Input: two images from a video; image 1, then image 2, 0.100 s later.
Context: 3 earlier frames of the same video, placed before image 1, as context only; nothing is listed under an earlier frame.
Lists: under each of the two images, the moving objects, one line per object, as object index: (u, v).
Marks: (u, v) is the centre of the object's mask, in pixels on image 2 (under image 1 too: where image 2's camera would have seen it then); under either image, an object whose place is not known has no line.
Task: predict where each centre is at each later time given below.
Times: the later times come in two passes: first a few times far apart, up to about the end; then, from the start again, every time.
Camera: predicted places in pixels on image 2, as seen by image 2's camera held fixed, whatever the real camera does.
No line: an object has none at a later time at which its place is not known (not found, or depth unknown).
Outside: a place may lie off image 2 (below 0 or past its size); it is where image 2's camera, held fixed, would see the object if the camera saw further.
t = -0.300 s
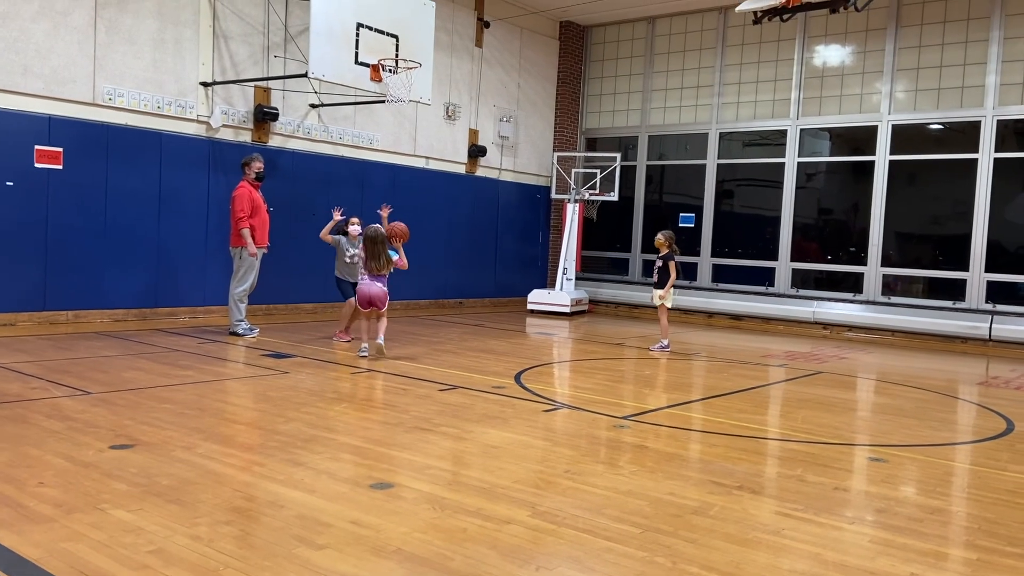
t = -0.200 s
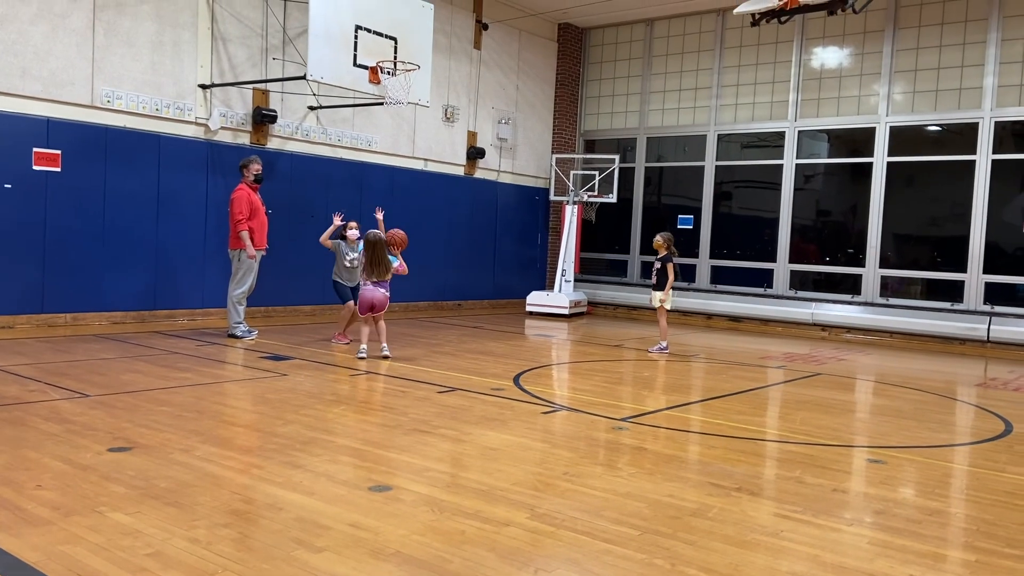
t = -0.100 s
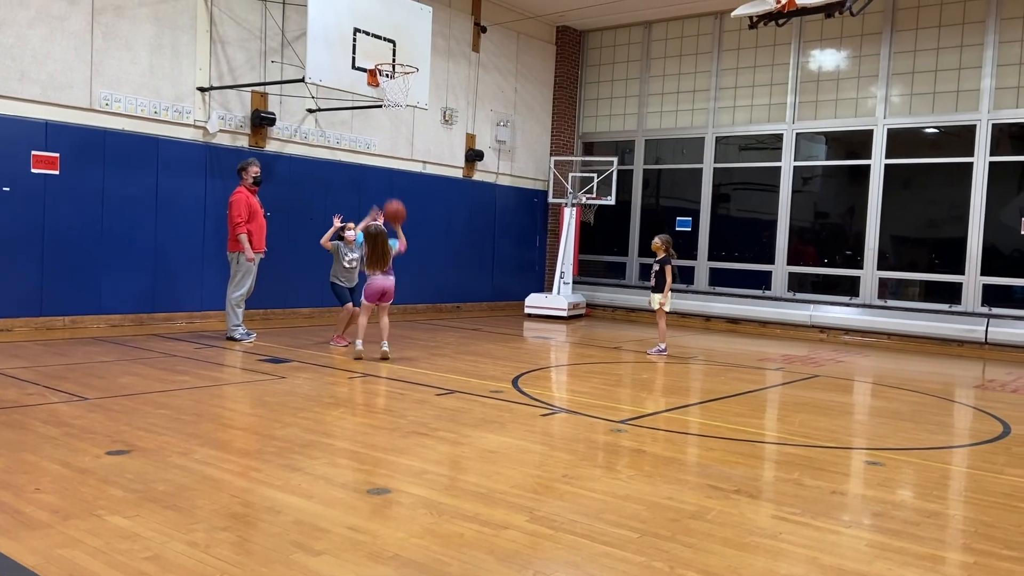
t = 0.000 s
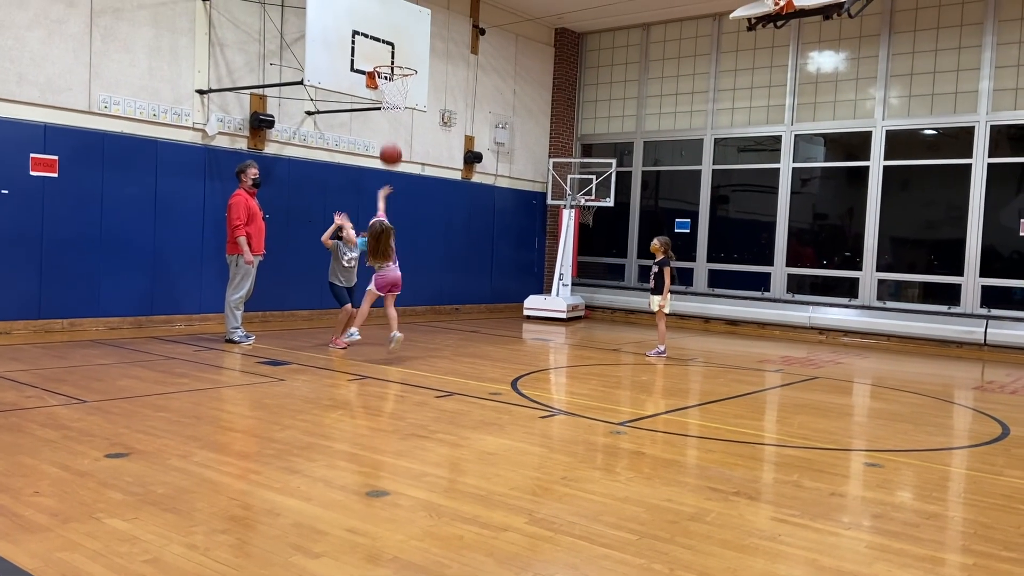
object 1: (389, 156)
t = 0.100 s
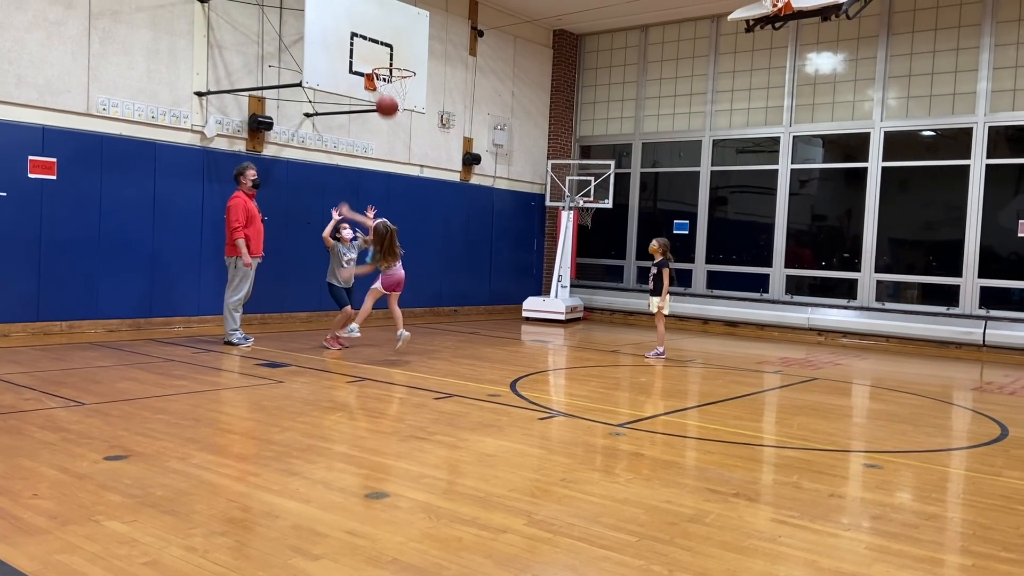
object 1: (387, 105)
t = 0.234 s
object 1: (383, 57)
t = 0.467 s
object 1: (376, 19)
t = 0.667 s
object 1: (374, 26)
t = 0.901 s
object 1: (405, 67)
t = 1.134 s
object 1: (393, 65)
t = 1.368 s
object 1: (404, 65)
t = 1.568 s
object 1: (392, 83)
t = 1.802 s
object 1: (379, 116)
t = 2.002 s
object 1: (370, 175)
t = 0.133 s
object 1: (386, 92)
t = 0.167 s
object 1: (385, 79)
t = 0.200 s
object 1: (384, 67)
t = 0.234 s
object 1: (383, 57)
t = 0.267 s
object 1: (382, 48)
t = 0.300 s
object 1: (381, 40)
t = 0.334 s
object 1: (380, 34)
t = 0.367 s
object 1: (379, 28)
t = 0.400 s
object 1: (378, 24)
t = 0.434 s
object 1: (377, 21)
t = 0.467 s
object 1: (376, 19)
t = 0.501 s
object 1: (375, 18)
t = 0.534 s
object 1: (374, 18)
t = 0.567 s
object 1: (372, 19)
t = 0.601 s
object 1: (371, 21)
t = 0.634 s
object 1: (370, 24)
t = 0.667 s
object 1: (374, 26)
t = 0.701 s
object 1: (379, 30)
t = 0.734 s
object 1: (385, 34)
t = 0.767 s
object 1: (389, 40)
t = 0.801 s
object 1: (395, 46)
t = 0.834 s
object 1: (399, 53)
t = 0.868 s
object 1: (405, 61)
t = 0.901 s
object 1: (405, 67)
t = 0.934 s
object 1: (398, 63)
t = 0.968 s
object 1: (391, 66)
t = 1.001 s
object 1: (384, 66)
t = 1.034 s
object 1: (385, 65)
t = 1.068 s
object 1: (388, 64)
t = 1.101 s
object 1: (391, 64)
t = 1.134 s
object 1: (393, 65)
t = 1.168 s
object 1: (395, 67)
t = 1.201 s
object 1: (397, 66)
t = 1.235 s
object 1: (398, 63)
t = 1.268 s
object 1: (400, 62)
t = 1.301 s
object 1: (401, 62)
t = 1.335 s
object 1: (402, 63)
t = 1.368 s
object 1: (404, 65)
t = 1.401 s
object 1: (405, 68)
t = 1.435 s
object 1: (404, 70)
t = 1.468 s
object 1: (401, 72)
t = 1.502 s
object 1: (398, 75)
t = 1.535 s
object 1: (395, 78)
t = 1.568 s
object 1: (392, 83)
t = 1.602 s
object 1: (389, 88)
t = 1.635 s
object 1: (386, 93)
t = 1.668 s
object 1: (384, 96)
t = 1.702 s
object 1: (384, 102)
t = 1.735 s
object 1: (382, 107)
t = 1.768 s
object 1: (380, 110)
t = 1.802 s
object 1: (379, 116)
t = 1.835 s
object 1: (377, 124)
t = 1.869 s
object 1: (376, 132)
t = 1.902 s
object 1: (374, 141)
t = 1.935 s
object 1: (373, 151)
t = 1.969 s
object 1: (371, 163)
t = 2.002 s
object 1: (370, 175)
